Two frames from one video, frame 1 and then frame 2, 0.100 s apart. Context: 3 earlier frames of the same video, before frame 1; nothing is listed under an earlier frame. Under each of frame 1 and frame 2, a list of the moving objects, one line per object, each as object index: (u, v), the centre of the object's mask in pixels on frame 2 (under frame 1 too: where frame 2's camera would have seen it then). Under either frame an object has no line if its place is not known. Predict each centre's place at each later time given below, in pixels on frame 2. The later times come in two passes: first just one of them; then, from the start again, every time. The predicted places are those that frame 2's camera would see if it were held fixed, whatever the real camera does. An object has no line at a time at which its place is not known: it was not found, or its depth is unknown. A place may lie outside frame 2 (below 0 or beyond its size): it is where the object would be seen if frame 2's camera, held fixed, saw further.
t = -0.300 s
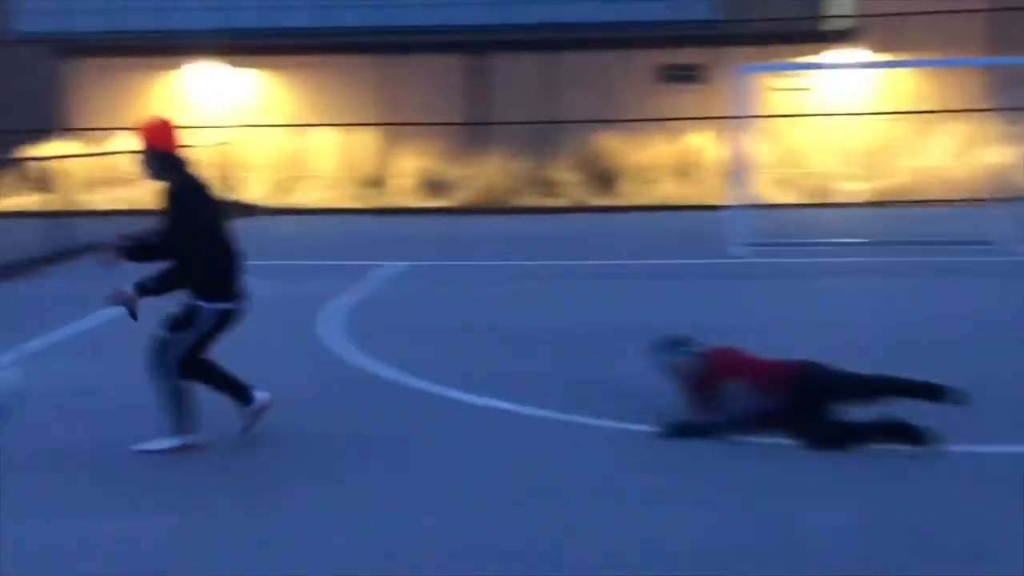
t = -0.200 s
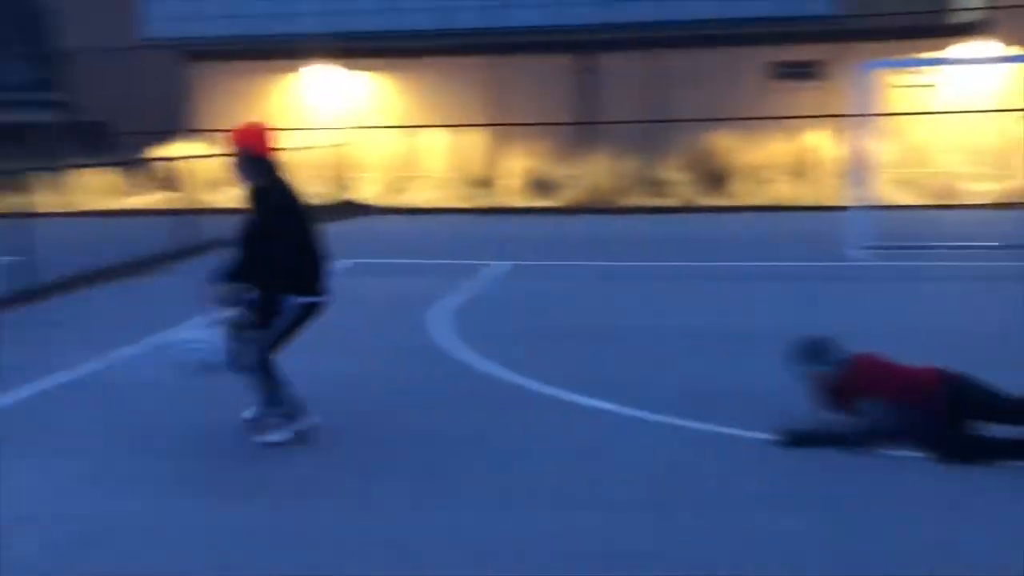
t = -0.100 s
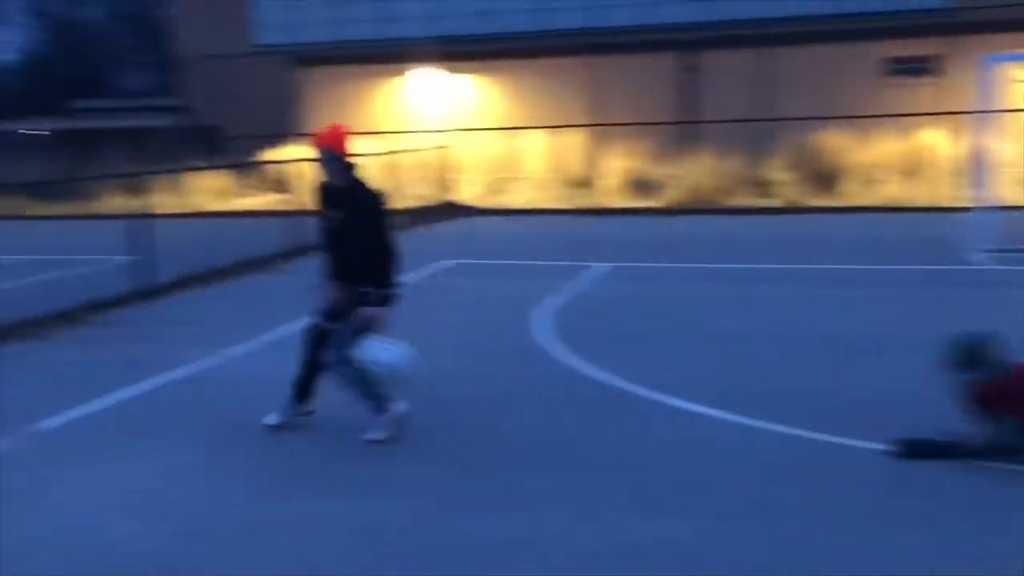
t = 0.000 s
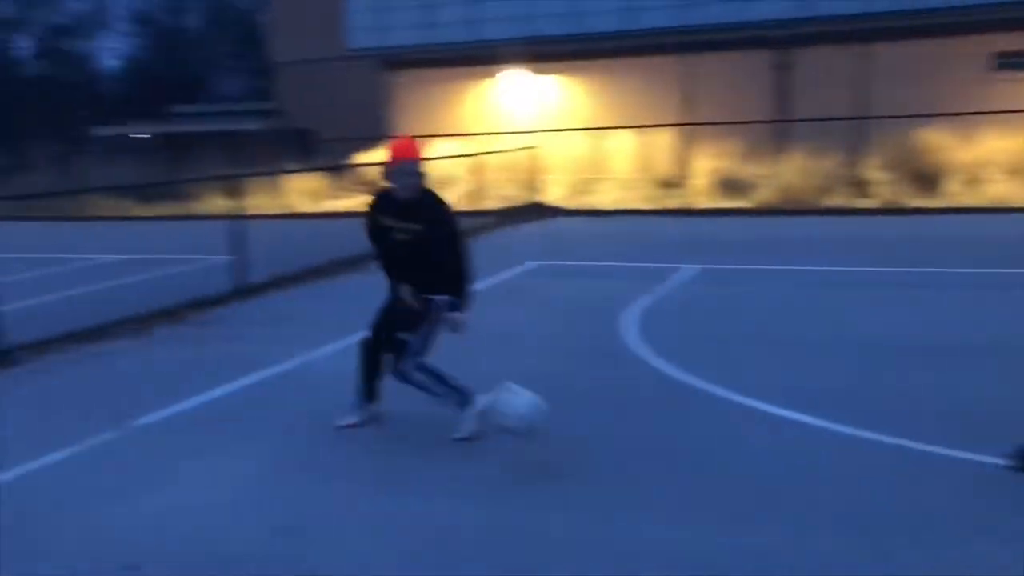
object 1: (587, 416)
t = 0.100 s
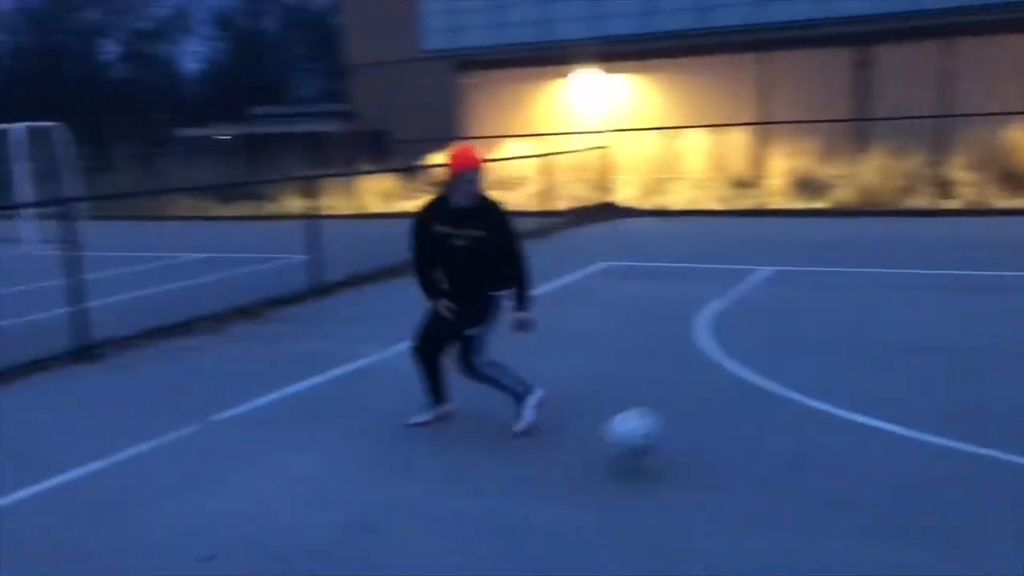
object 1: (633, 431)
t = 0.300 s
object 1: (717, 373)
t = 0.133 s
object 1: (646, 416)
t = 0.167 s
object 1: (660, 403)
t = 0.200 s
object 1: (675, 393)
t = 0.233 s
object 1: (691, 385)
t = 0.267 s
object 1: (705, 380)
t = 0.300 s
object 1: (717, 373)
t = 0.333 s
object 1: (731, 371)
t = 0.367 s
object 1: (744, 370)
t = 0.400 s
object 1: (759, 372)
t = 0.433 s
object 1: (768, 375)
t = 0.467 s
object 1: (782, 383)
